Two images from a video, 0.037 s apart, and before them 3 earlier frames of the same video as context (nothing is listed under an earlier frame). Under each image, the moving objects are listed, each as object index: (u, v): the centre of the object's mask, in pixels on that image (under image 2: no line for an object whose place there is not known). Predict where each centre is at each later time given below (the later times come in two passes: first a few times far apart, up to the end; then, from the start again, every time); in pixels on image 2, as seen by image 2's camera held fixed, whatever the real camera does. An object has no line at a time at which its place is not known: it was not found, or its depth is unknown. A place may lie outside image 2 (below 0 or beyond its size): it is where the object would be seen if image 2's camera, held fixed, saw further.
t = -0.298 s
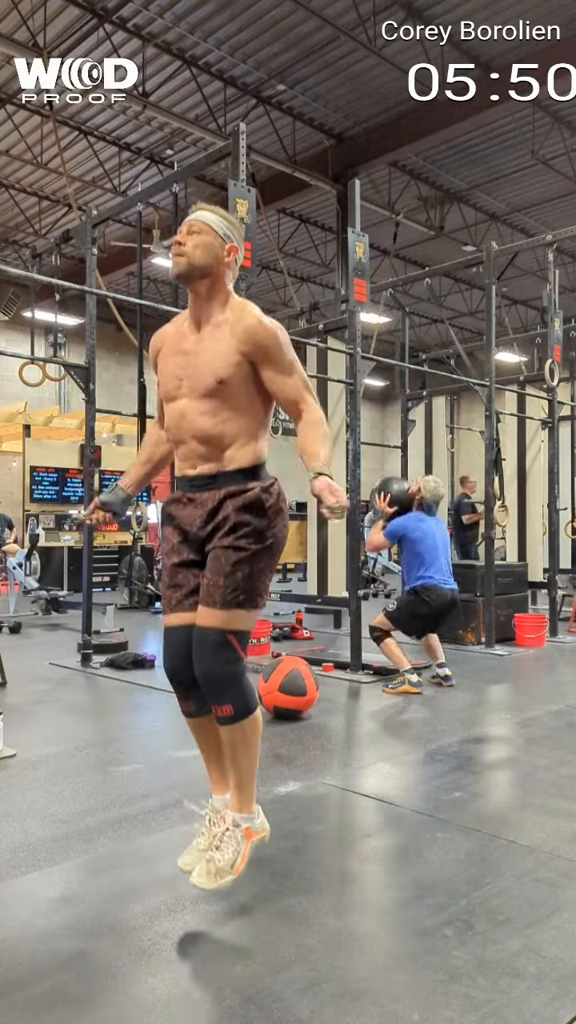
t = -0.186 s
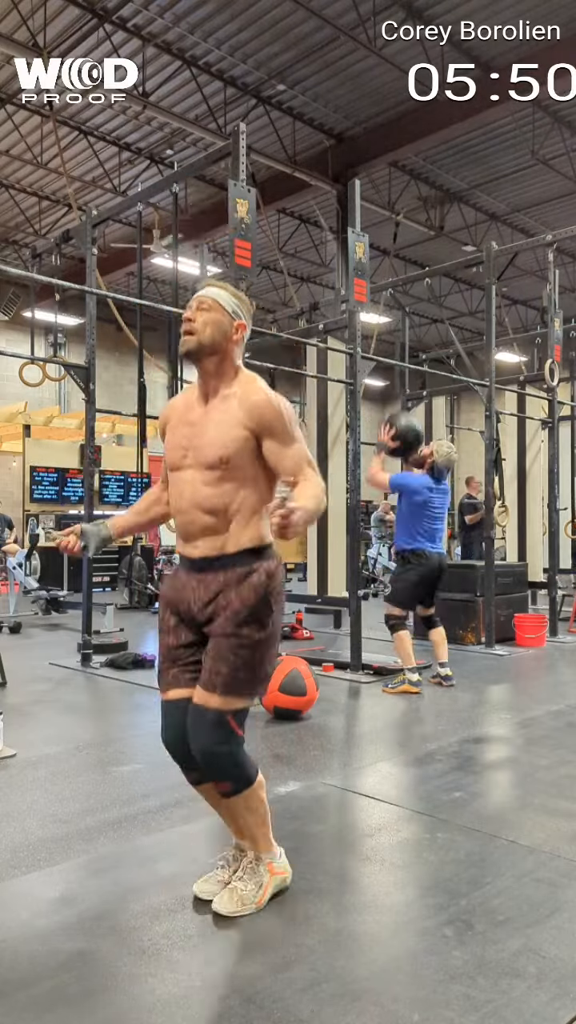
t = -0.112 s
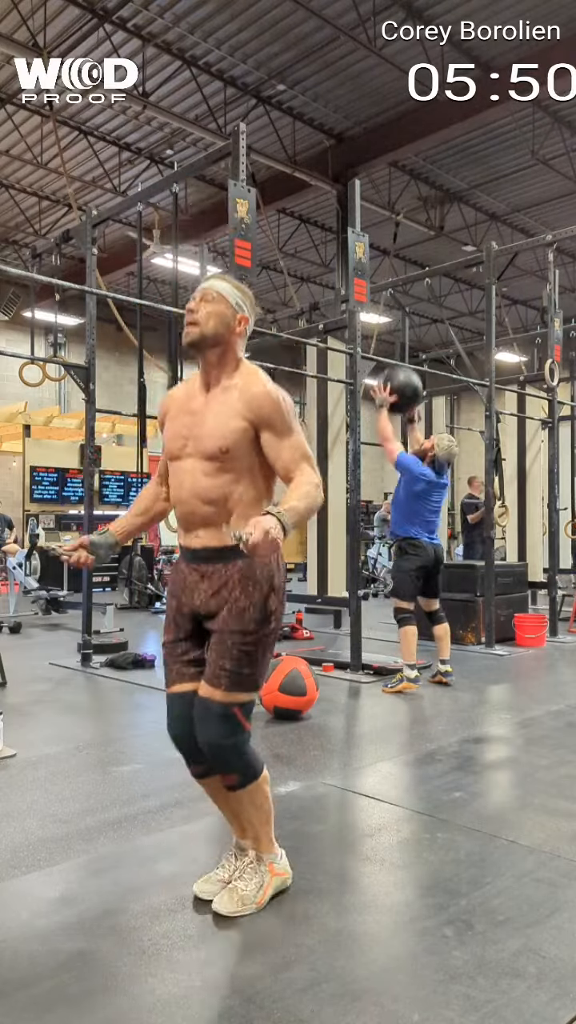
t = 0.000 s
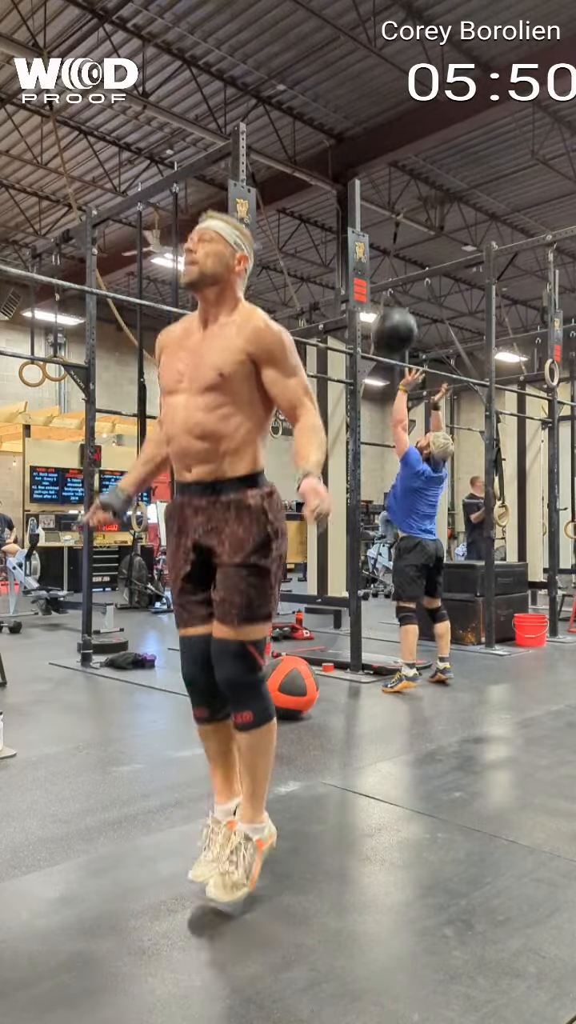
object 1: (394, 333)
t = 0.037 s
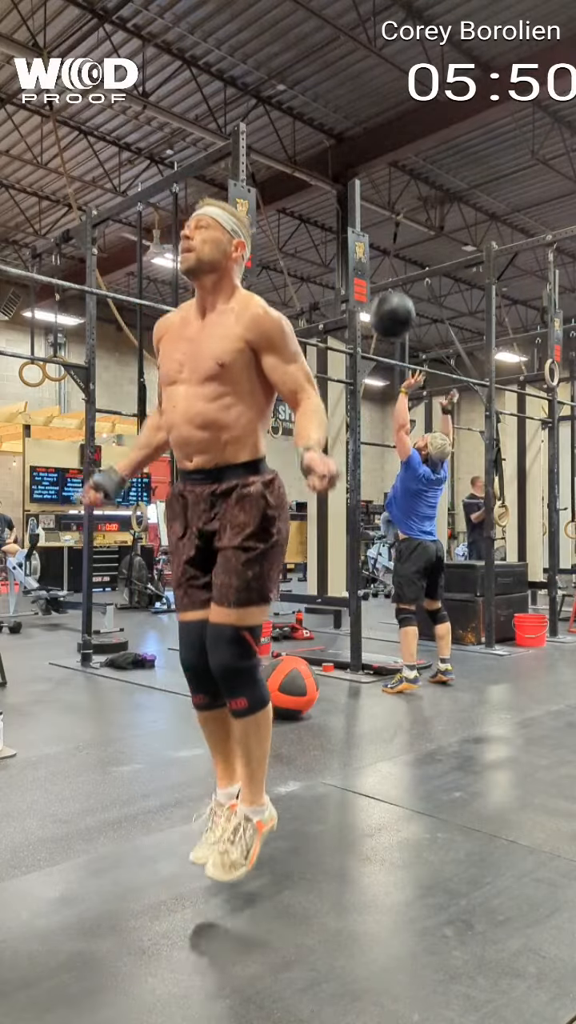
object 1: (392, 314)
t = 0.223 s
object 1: (382, 248)
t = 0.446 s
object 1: (380, 237)
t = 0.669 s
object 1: (385, 285)
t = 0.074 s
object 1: (391, 299)
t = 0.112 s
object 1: (389, 285)
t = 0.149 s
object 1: (385, 264)
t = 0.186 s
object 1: (384, 255)
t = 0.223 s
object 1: (382, 248)
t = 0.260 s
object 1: (380, 242)
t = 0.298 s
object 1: (378, 238)
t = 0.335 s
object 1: (377, 236)
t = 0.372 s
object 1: (378, 235)
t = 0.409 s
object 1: (378, 234)
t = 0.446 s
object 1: (380, 237)
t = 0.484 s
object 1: (381, 242)
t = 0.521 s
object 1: (383, 248)
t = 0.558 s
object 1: (383, 255)
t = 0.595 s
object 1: (385, 264)
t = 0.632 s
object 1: (385, 273)
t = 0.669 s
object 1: (385, 285)
